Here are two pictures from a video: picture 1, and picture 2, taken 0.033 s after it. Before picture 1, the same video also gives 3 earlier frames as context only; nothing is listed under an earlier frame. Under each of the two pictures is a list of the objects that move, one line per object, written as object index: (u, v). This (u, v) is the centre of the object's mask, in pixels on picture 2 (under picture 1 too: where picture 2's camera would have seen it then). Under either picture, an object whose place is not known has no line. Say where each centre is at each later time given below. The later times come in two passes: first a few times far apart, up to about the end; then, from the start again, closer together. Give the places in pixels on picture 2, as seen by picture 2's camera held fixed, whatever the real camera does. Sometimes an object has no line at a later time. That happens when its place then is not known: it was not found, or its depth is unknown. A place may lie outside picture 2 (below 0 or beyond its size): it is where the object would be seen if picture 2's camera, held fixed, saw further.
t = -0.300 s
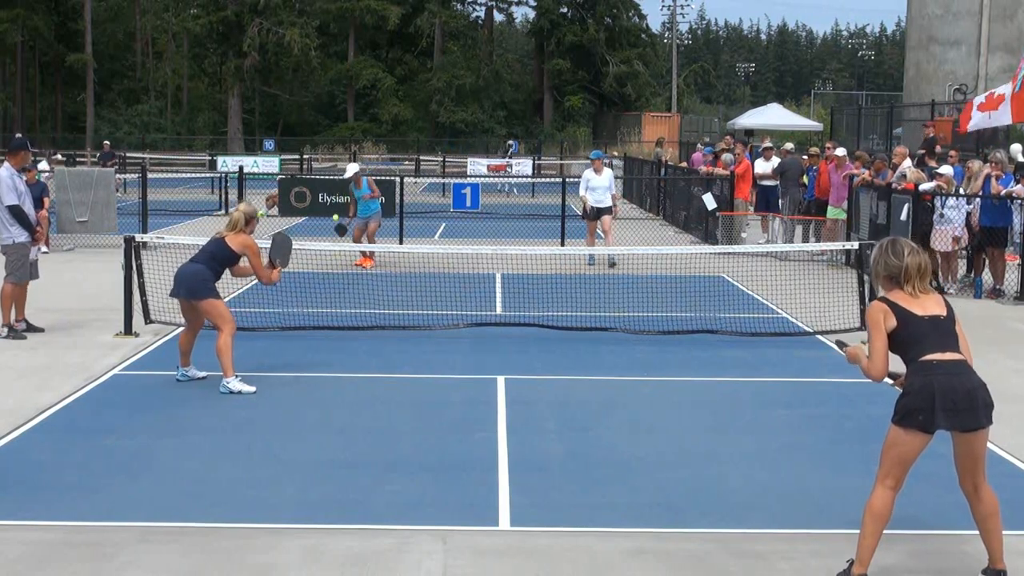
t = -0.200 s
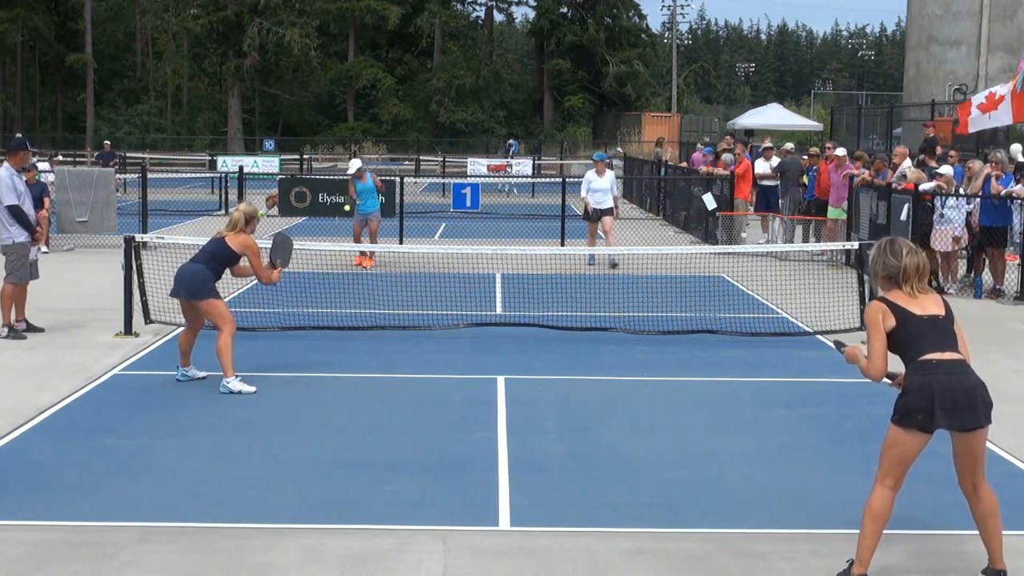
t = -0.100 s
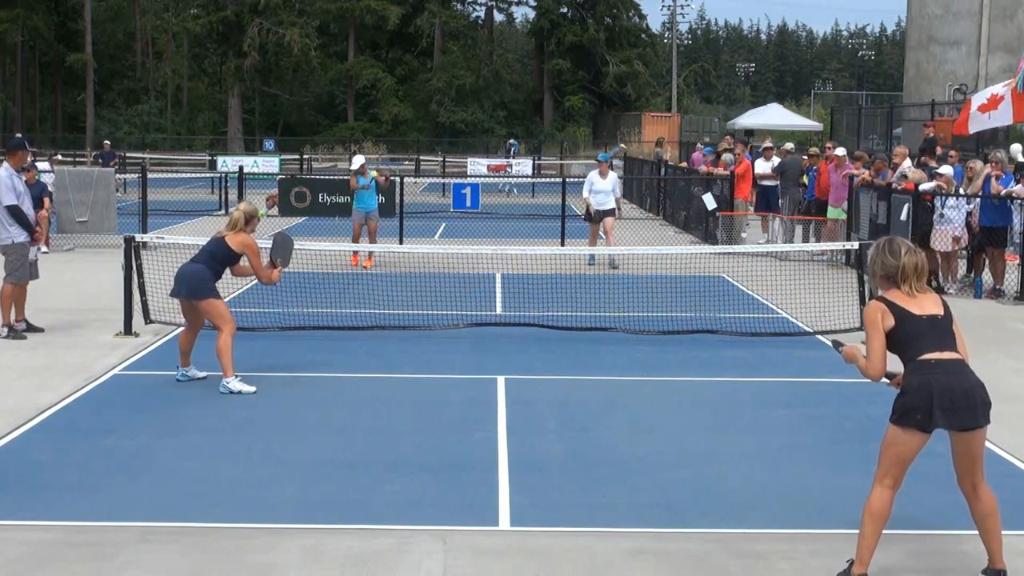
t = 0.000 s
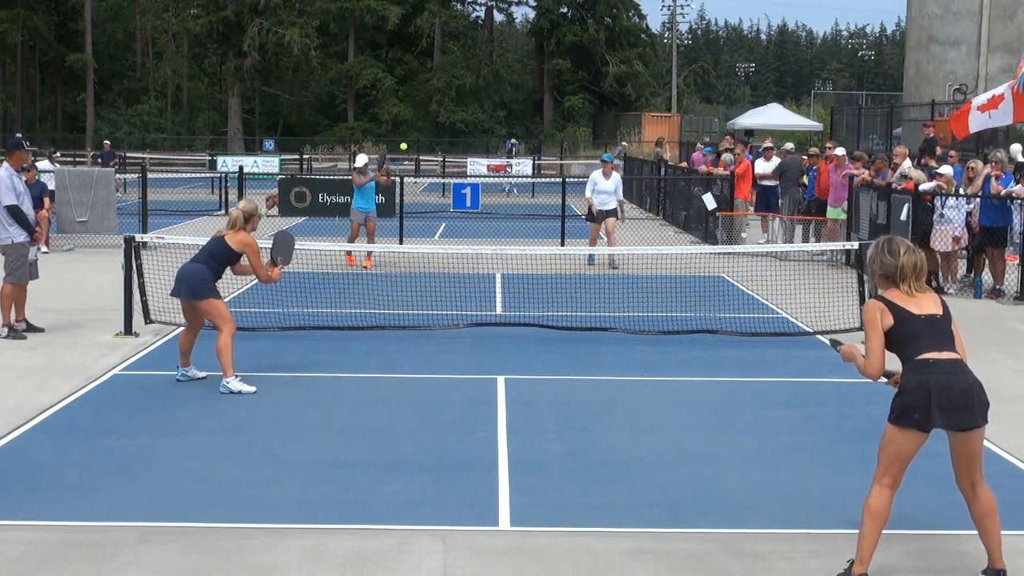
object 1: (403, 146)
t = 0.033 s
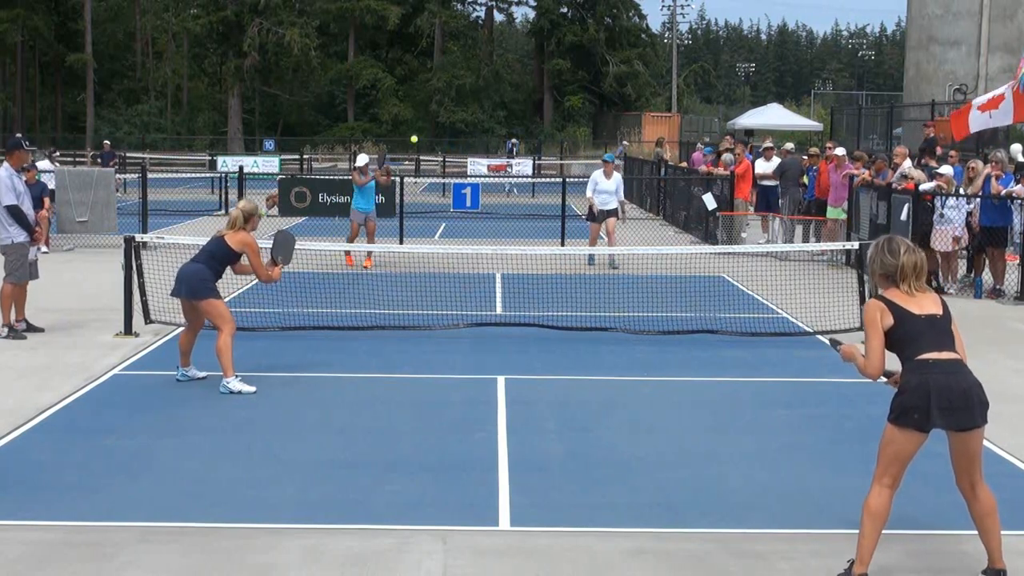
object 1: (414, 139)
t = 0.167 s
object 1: (459, 120)
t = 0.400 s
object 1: (551, 138)
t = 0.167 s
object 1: (459, 120)
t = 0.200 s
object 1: (471, 118)
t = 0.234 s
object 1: (484, 118)
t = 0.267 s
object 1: (496, 119)
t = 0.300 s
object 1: (509, 121)
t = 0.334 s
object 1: (523, 125)
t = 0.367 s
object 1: (536, 130)
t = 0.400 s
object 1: (551, 138)
